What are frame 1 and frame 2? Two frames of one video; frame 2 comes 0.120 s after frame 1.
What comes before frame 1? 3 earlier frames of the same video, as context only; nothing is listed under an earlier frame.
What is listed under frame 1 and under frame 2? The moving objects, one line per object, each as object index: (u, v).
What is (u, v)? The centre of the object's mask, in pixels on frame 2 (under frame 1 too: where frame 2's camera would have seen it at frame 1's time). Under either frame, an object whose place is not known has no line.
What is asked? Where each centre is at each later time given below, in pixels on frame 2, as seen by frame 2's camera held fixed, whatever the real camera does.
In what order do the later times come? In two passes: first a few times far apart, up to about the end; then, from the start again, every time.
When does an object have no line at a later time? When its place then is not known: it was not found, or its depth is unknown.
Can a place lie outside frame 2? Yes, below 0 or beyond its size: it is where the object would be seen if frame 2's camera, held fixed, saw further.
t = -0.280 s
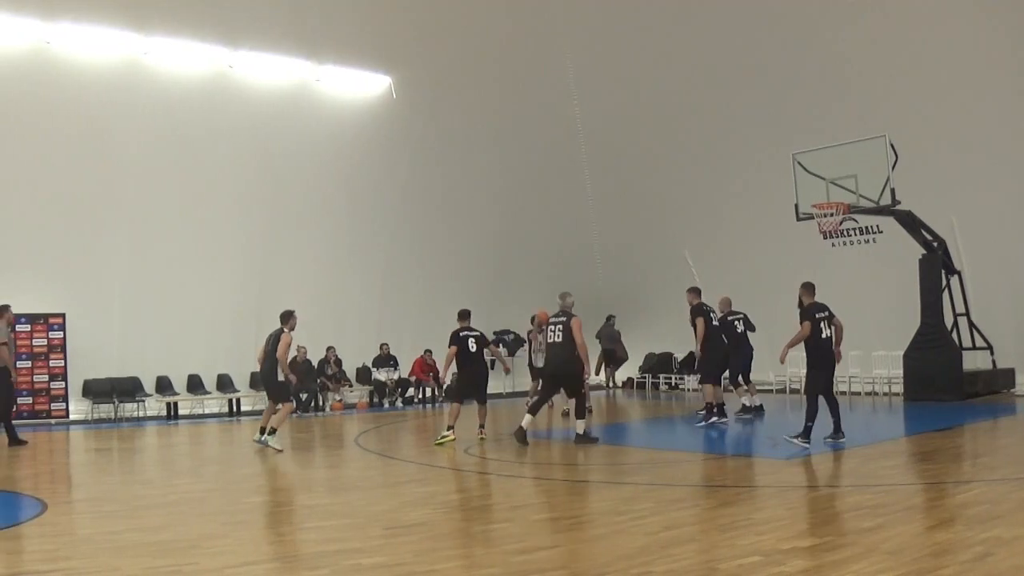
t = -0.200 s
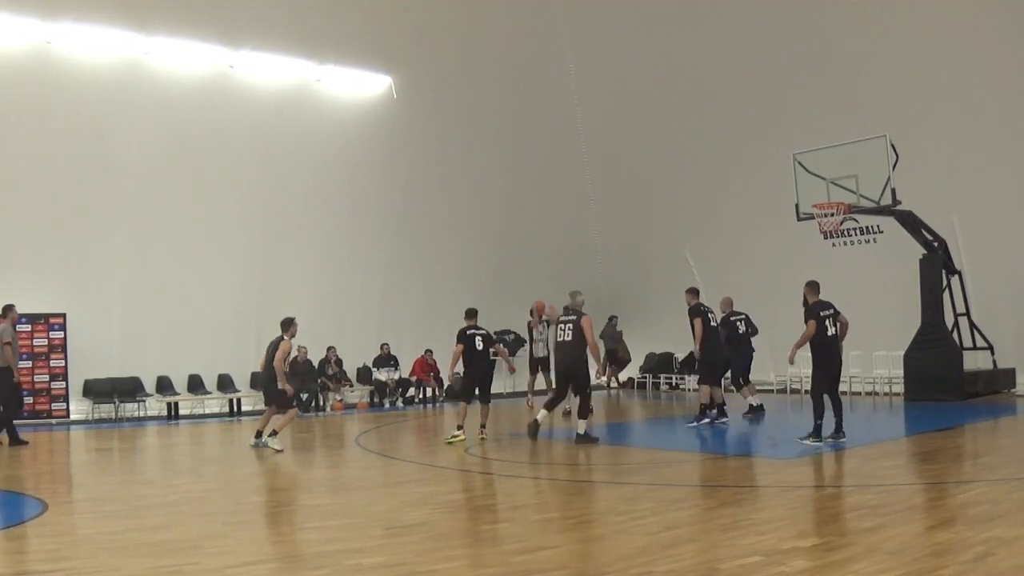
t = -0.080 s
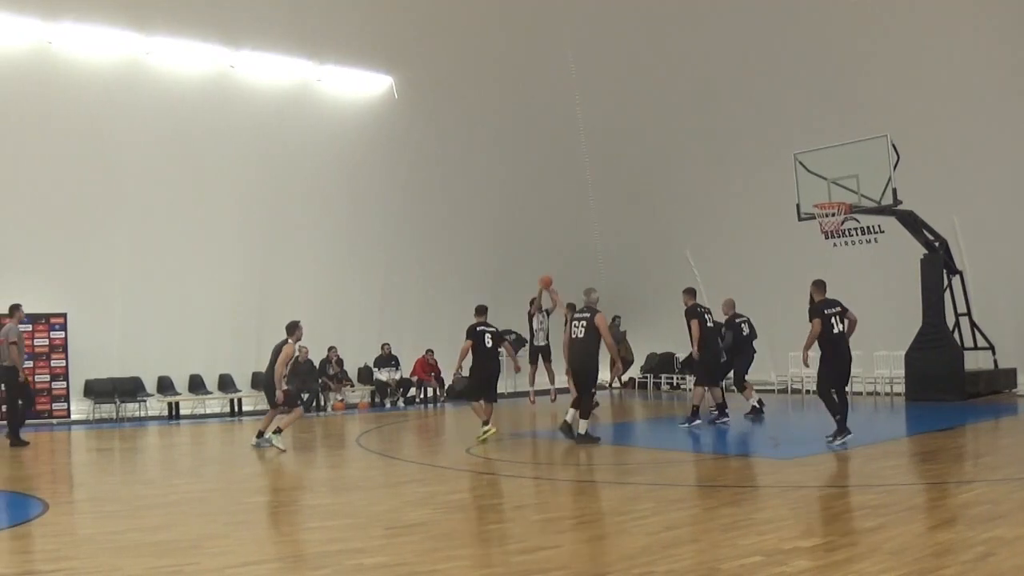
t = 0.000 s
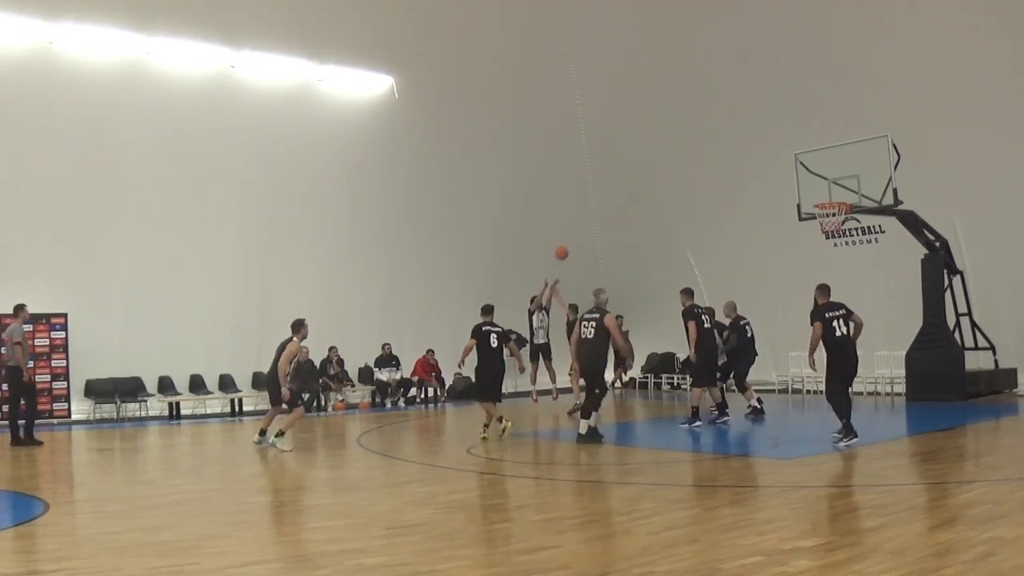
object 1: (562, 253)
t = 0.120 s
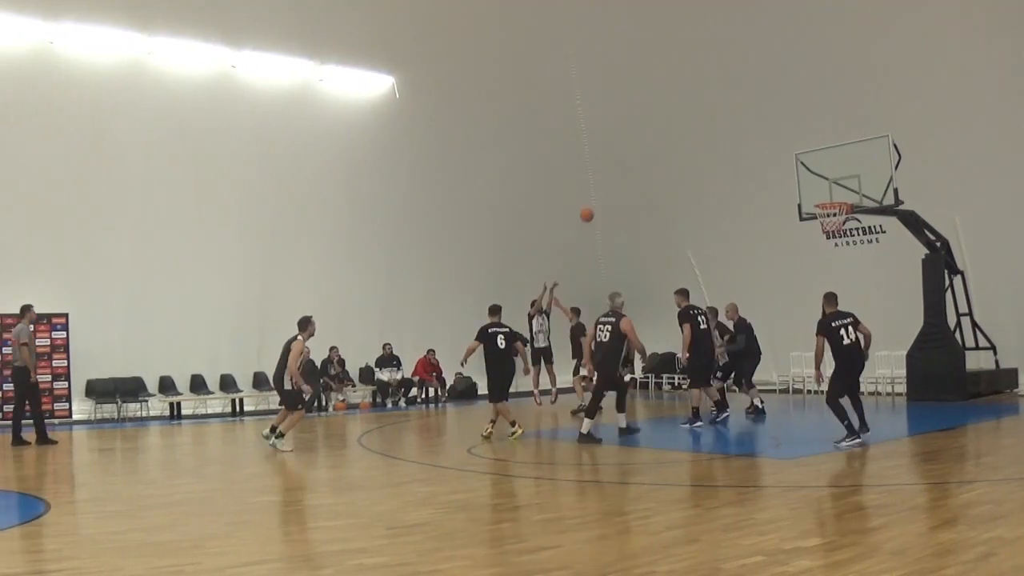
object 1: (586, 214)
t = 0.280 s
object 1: (621, 176)
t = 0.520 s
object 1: (677, 142)
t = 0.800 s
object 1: (749, 145)
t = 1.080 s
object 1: (829, 198)
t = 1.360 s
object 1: (838, 247)
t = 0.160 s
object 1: (595, 204)
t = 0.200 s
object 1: (603, 193)
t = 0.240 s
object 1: (612, 185)
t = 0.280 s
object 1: (621, 176)
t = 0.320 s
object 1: (630, 168)
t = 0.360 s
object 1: (639, 161)
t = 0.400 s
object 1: (649, 155)
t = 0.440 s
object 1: (658, 150)
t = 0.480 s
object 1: (667, 146)
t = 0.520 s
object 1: (677, 142)
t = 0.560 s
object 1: (687, 140)
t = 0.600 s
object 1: (697, 139)
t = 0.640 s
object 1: (707, 138)
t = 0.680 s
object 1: (718, 138)
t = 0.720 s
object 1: (728, 139)
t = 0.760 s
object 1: (738, 142)
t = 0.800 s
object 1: (749, 145)
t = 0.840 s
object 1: (761, 150)
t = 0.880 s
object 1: (772, 155)
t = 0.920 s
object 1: (783, 162)
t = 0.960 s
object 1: (794, 170)
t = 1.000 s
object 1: (806, 179)
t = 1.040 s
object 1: (817, 188)
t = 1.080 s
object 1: (829, 198)
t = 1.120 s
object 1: (843, 212)
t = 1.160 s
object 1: (843, 220)
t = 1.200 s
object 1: (842, 222)
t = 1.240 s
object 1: (841, 227)
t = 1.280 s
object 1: (840, 233)
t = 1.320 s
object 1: (838, 239)
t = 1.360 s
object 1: (838, 247)
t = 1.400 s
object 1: (836, 256)
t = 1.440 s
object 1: (835, 265)
